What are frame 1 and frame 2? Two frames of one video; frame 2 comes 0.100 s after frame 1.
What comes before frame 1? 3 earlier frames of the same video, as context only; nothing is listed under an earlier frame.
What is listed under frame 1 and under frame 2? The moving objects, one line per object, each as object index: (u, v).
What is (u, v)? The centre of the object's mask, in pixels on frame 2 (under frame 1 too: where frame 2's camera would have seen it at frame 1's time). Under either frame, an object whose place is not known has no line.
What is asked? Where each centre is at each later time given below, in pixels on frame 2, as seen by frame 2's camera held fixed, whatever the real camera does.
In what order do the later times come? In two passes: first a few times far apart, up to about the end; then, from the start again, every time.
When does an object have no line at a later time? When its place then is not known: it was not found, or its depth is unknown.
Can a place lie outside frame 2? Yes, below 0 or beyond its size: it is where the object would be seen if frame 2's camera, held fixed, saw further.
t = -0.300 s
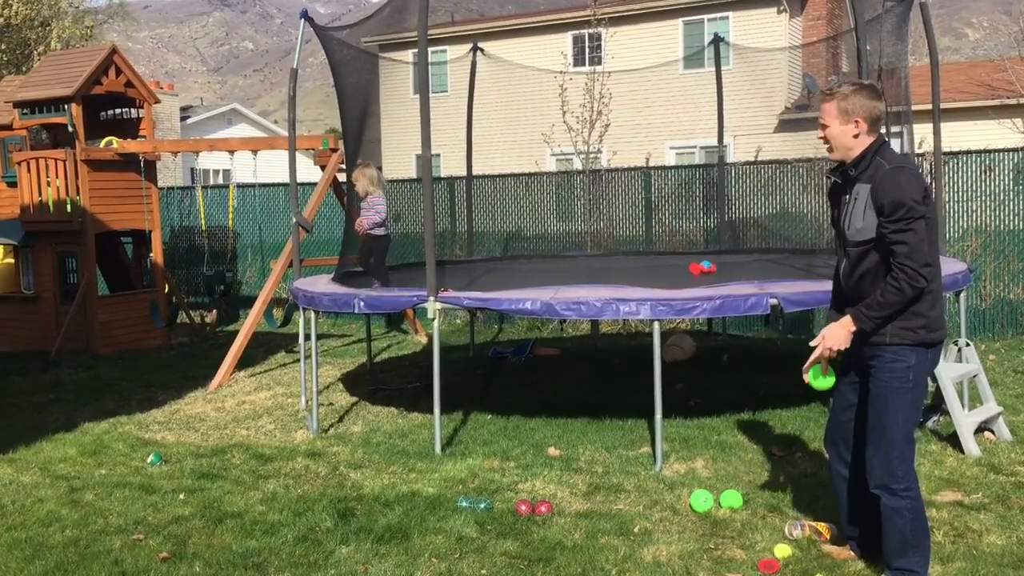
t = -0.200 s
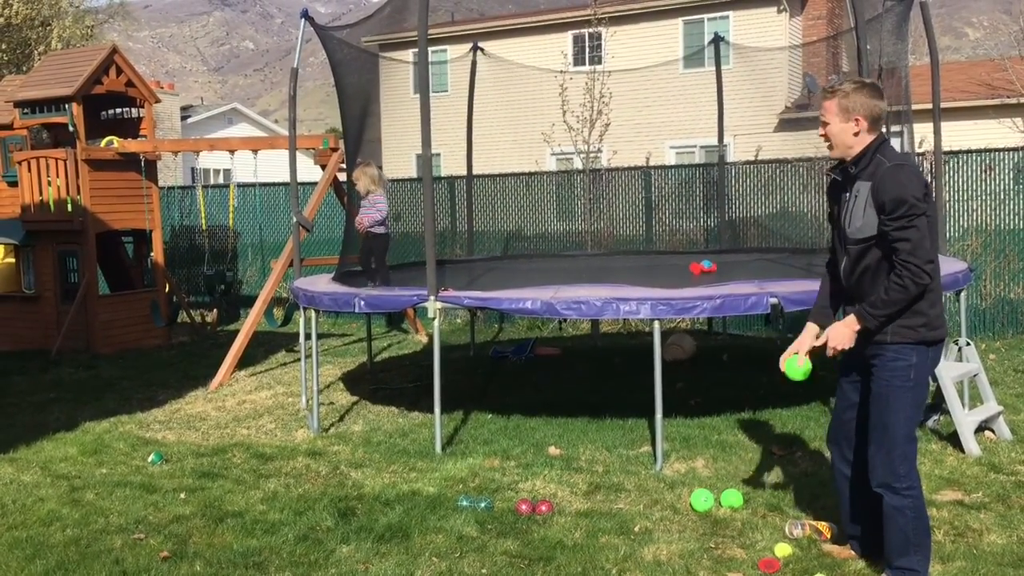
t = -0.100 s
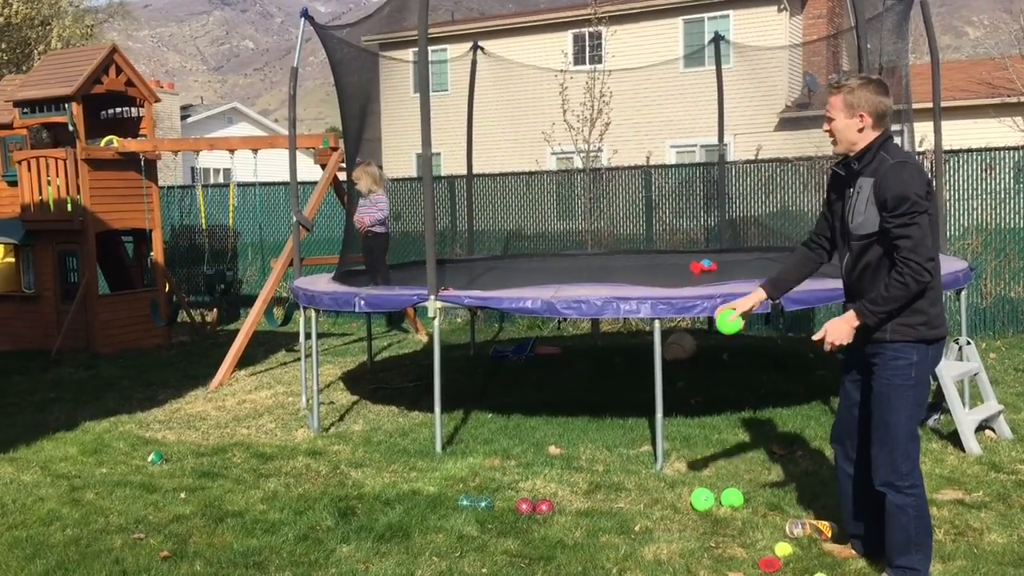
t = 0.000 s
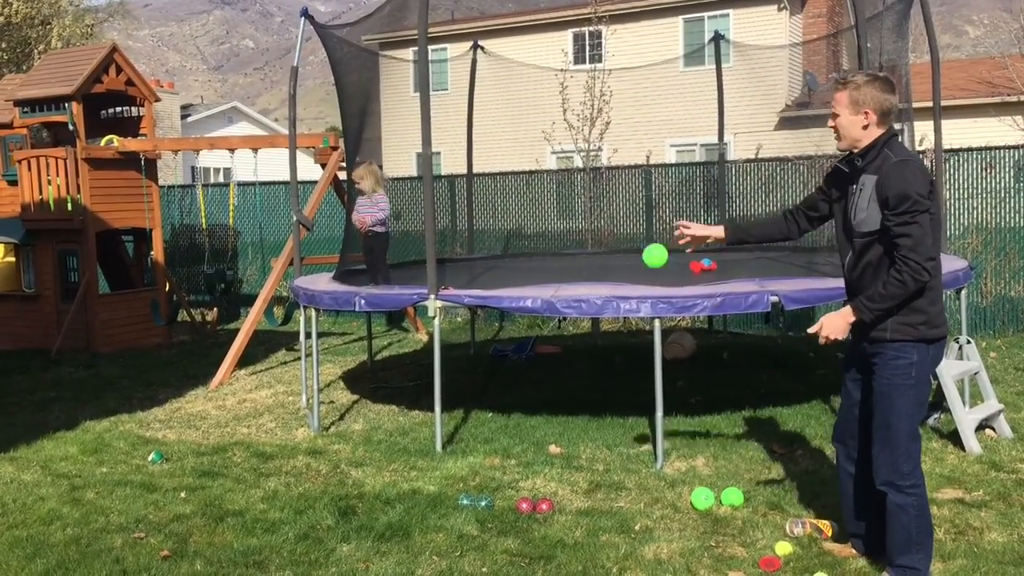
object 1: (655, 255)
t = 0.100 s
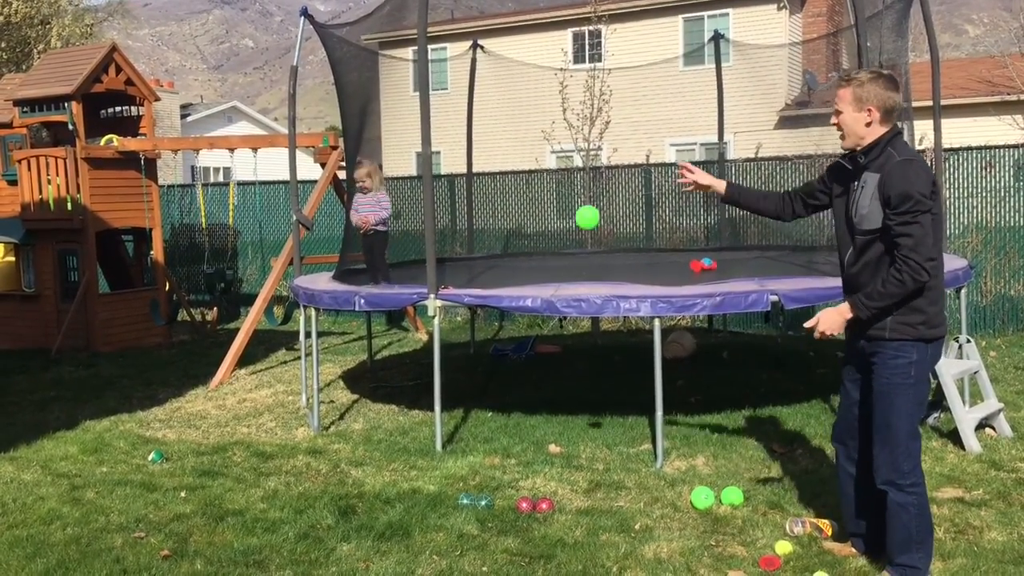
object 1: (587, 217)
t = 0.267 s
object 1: (488, 209)
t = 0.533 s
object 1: (358, 322)
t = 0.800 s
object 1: (268, 460)
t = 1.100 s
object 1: (218, 454)
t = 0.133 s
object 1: (567, 210)
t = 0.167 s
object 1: (546, 206)
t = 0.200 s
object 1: (526, 204)
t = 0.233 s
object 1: (507, 206)
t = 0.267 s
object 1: (488, 209)
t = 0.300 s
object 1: (470, 216)
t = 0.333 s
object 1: (453, 224)
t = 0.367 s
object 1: (436, 235)
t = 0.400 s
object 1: (419, 248)
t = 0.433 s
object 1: (403, 264)
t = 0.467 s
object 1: (388, 281)
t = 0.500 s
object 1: (373, 300)
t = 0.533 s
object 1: (358, 322)
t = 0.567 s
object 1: (344, 345)
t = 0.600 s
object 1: (330, 370)
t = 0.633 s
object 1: (317, 397)
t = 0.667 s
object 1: (304, 426)
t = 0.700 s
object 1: (292, 456)
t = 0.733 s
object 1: (280, 482)
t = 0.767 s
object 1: (274, 472)
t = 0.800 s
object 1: (268, 460)
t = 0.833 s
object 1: (262, 451)
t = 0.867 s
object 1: (256, 444)
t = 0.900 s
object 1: (250, 439)
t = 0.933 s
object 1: (244, 436)
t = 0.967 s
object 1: (240, 435)
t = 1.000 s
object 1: (233, 436)
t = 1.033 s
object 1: (228, 440)
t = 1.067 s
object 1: (223, 446)
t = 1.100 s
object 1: (218, 454)
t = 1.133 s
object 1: (213, 464)
